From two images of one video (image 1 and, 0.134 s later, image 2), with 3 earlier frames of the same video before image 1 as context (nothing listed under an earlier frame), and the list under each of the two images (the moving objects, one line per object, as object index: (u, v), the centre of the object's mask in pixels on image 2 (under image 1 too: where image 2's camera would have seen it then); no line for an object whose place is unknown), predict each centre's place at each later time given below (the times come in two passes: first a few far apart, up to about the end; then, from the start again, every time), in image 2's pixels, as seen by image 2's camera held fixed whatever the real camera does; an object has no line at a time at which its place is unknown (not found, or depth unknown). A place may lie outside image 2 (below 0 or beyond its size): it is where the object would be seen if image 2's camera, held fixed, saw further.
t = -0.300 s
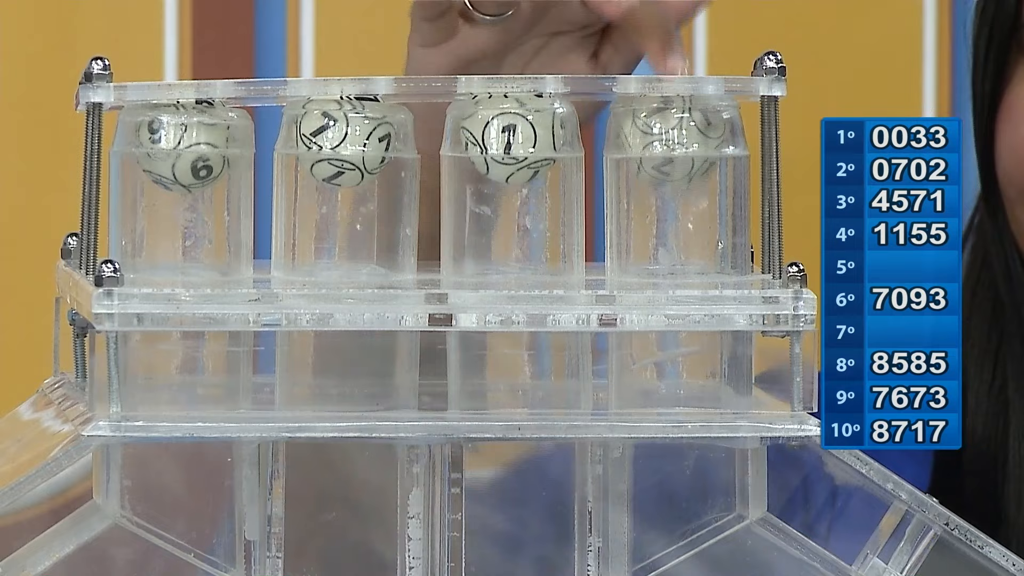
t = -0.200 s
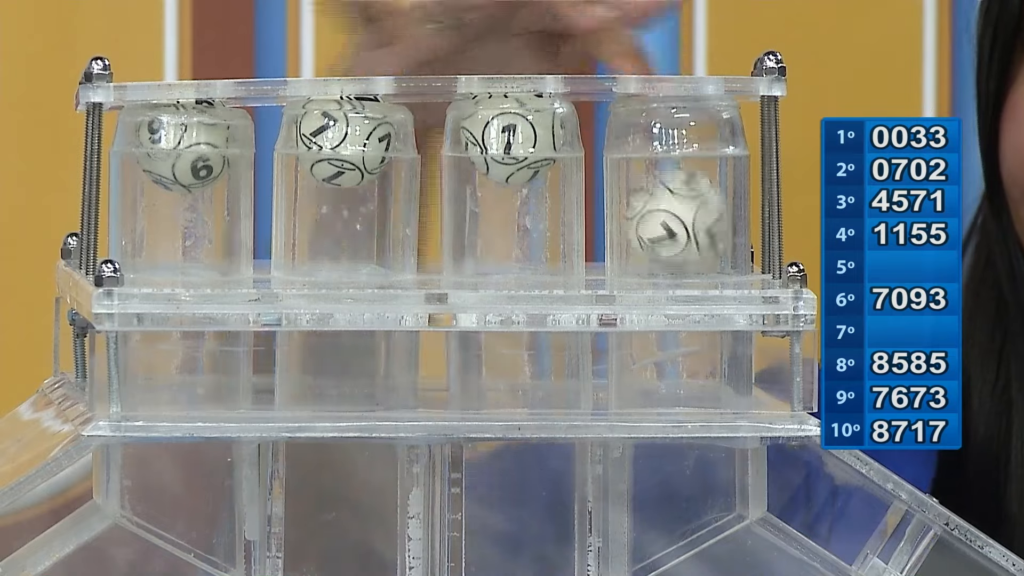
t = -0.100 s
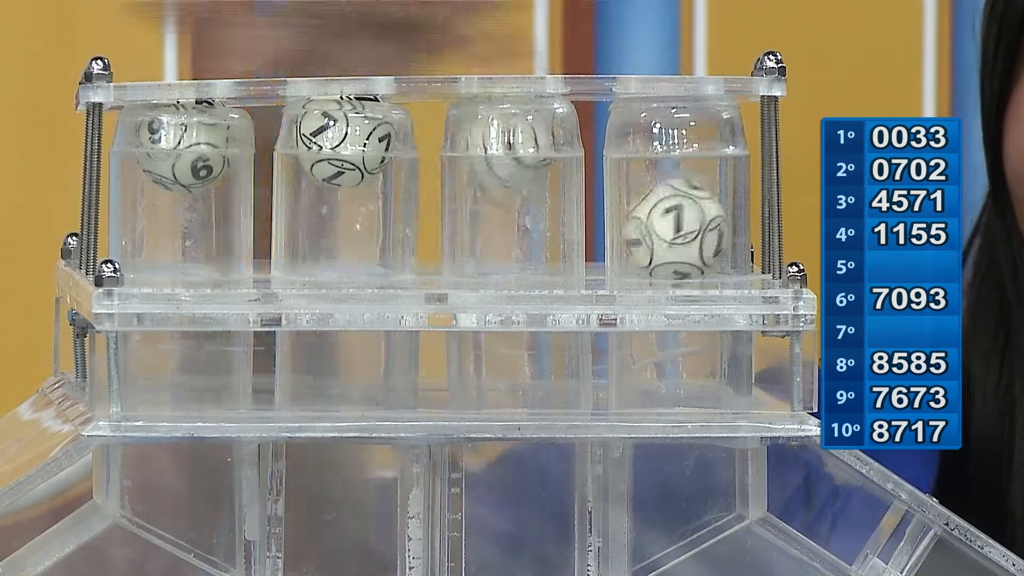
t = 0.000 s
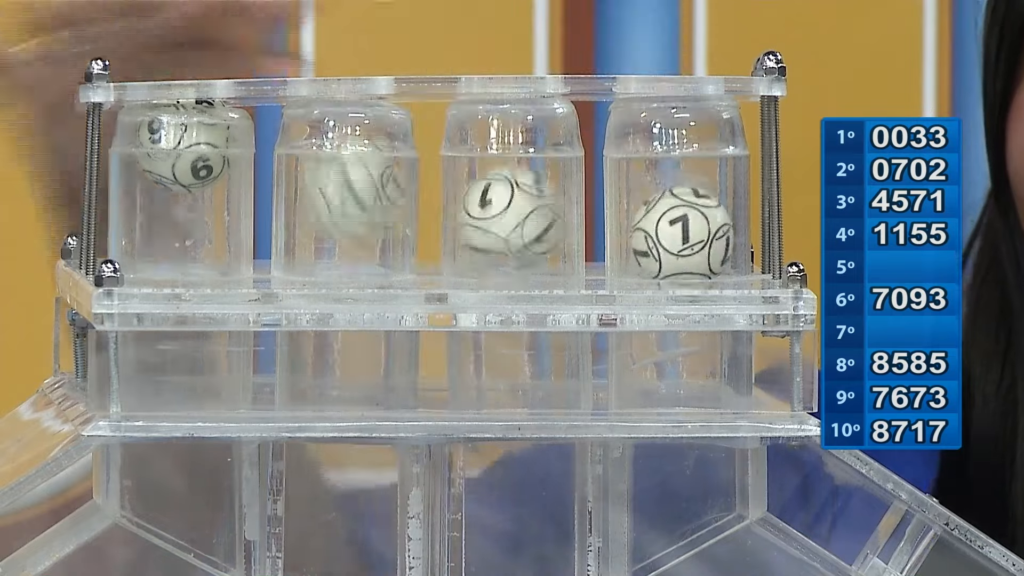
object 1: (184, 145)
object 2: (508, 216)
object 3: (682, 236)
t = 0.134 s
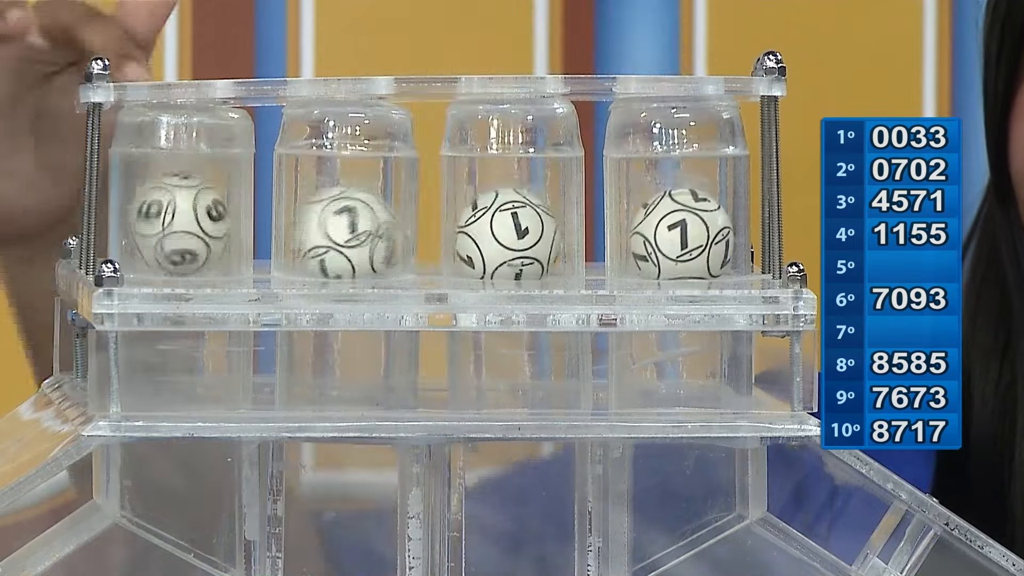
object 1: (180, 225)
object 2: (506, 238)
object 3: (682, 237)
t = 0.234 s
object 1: (177, 235)
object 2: (513, 237)
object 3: (676, 237)
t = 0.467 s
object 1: (189, 235)
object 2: (520, 237)
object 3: (672, 237)
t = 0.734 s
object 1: (189, 235)
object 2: (517, 237)
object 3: (670, 237)
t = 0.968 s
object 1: (186, 235)
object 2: (517, 238)
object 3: (669, 237)
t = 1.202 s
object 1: (187, 235)
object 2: (516, 237)
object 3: (670, 237)
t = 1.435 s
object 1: (186, 235)
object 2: (519, 237)
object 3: (669, 237)
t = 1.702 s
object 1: (186, 235)
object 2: (519, 237)
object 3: (671, 237)
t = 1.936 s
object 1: (186, 235)
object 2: (519, 237)
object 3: (672, 237)
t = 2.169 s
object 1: (186, 235)
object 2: (519, 237)
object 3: (672, 236)
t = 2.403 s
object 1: (186, 235)
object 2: (519, 237)
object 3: (672, 236)
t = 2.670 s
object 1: (186, 235)
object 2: (519, 237)
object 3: (672, 236)
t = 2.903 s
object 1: (186, 235)
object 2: (519, 237)
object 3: (672, 236)
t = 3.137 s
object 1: (186, 235)
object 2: (519, 237)
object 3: (671, 237)
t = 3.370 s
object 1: (187, 235)
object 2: (519, 237)
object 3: (672, 237)
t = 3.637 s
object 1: (187, 235)
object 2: (519, 238)
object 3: (673, 237)
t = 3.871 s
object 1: (189, 235)
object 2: (518, 237)
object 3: (674, 237)
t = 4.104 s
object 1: (190, 235)
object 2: (522, 237)
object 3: (671, 237)
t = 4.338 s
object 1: (190, 235)
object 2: (522, 237)
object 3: (668, 237)
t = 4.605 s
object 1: (187, 235)
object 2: (515, 237)
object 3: (675, 236)
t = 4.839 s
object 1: (186, 235)
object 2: (515, 237)
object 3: (686, 237)
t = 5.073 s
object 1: (186, 235)
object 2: (516, 237)
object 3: (689, 238)
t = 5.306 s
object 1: (186, 235)
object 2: (516, 237)
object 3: (688, 237)
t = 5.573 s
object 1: (186, 235)
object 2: (516, 237)
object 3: (686, 236)
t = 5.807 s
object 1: (186, 235)
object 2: (516, 237)
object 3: (682, 237)
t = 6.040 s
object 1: (186, 235)
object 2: (516, 237)
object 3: (679, 239)
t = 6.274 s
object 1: (186, 235)
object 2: (516, 237)
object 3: (673, 239)
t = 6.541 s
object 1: (186, 235)
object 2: (516, 237)
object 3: (671, 239)
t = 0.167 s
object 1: (176, 231)
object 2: (509, 237)
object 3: (681, 237)
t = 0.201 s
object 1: (176, 234)
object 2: (511, 237)
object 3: (679, 237)
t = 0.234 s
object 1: (177, 235)
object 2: (513, 237)
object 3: (676, 237)
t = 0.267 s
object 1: (178, 235)
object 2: (516, 237)
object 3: (674, 238)
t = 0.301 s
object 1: (179, 235)
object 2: (519, 237)
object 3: (671, 237)
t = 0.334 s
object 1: (181, 236)
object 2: (519, 237)
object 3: (671, 237)
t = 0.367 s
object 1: (182, 235)
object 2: (519, 237)
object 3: (671, 237)
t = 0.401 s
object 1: (184, 235)
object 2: (519, 237)
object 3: (672, 237)
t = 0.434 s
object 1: (186, 235)
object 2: (520, 237)
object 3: (672, 237)
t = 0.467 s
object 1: (189, 235)
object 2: (520, 237)
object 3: (672, 237)
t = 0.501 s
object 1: (189, 235)
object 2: (520, 237)
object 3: (672, 237)
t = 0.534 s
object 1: (189, 235)
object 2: (520, 237)
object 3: (672, 237)
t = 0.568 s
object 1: (189, 235)
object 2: (520, 237)
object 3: (672, 237)
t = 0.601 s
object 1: (190, 234)
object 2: (520, 237)
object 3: (672, 237)
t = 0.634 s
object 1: (190, 234)
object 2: (520, 237)
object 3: (671, 237)
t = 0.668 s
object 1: (190, 234)
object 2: (519, 237)
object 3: (671, 237)
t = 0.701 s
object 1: (190, 235)
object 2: (518, 237)
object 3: (670, 237)
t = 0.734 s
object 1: (189, 235)
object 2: (517, 237)
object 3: (670, 237)
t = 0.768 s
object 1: (189, 235)
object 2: (517, 237)
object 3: (670, 237)
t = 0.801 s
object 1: (189, 235)
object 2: (517, 238)
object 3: (669, 237)
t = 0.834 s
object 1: (189, 235)
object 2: (517, 238)
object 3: (669, 237)
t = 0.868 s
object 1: (188, 235)
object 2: (517, 238)
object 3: (669, 237)
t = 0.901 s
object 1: (187, 235)
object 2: (517, 238)
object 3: (669, 237)
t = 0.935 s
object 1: (187, 235)
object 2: (517, 238)
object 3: (669, 237)
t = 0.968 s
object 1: (186, 235)
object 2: (517, 238)
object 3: (669, 237)
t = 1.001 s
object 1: (186, 235)
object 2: (517, 237)
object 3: (669, 237)
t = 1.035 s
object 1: (186, 235)
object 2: (517, 237)
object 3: (669, 237)
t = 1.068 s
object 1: (186, 235)
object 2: (516, 237)
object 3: (669, 237)
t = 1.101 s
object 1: (187, 235)
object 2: (516, 237)
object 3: (670, 237)
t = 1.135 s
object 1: (187, 235)
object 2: (516, 237)
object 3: (670, 237)
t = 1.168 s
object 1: (187, 235)
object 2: (516, 237)
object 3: (670, 237)
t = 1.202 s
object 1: (187, 235)
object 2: (516, 237)
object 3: (670, 237)
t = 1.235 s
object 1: (187, 235)
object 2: (517, 237)
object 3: (670, 237)
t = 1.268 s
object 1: (186, 235)
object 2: (517, 237)
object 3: (670, 237)
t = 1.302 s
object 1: (186, 235)
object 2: (518, 237)
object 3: (670, 237)
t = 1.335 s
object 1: (186, 235)
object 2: (518, 237)
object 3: (670, 237)
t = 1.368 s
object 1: (186, 235)
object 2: (519, 237)
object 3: (669, 237)
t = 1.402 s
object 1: (186, 235)
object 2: (519, 237)
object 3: (669, 237)
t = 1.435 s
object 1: (186, 235)
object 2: (519, 237)
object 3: (669, 237)
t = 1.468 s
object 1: (186, 235)
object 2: (519, 237)
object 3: (670, 237)
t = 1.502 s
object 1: (186, 235)
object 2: (519, 237)
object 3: (669, 237)
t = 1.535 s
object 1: (186, 235)
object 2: (519, 237)
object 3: (669, 237)
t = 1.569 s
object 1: (186, 235)
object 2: (519, 237)
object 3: (670, 237)
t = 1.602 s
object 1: (186, 235)
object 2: (519, 237)
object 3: (670, 237)
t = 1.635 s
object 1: (186, 235)
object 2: (519, 237)
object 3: (670, 237)
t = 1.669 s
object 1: (186, 235)
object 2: (519, 237)
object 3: (670, 237)
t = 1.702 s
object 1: (186, 235)
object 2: (519, 237)
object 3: (671, 237)
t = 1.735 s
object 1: (186, 235)
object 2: (519, 237)
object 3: (672, 237)
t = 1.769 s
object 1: (186, 235)
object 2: (519, 237)
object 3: (672, 237)
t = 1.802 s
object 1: (186, 235)
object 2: (519, 237)
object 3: (672, 237)
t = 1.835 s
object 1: (186, 235)
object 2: (519, 237)
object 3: (672, 237)
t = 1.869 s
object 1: (186, 235)
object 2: (519, 237)
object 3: (672, 237)
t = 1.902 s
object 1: (186, 235)
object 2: (519, 237)
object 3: (672, 237)
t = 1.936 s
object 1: (186, 235)
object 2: (519, 237)
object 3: (672, 237)
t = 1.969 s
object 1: (186, 235)
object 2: (519, 237)
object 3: (672, 237)
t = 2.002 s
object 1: (186, 235)
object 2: (519, 237)
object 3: (672, 237)
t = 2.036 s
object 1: (186, 235)
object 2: (519, 237)
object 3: (672, 237)
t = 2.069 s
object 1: (186, 235)
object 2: (519, 237)
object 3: (672, 236)
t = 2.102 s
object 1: (186, 235)
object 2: (519, 237)
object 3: (672, 236)
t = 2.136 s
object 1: (186, 235)
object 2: (519, 237)
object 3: (672, 236)
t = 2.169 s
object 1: (186, 235)
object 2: (519, 237)
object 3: (672, 236)
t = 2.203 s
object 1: (186, 235)
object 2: (519, 237)
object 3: (672, 236)
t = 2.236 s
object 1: (186, 235)
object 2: (519, 237)
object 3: (672, 236)
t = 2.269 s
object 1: (186, 235)
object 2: (519, 237)
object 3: (672, 236)
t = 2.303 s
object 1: (186, 235)
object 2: (519, 237)
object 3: (672, 236)
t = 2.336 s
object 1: (186, 235)
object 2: (519, 237)
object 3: (672, 236)
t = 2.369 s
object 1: (186, 235)
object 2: (519, 237)
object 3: (672, 236)
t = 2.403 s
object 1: (186, 235)
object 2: (519, 237)
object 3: (672, 236)
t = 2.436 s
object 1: (186, 235)
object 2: (519, 237)
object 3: (672, 236)
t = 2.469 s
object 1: (186, 235)
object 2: (519, 237)
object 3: (672, 236)
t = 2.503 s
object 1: (186, 235)
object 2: (519, 237)
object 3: (672, 236)
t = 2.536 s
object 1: (186, 235)
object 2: (519, 237)
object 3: (672, 236)
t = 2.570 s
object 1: (186, 235)
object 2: (519, 237)
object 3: (672, 236)
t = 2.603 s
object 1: (186, 235)
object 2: (519, 237)
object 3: (672, 236)
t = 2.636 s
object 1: (186, 235)
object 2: (519, 237)
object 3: (672, 236)
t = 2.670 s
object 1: (186, 235)
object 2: (519, 237)
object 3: (672, 236)
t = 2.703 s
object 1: (186, 235)
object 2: (519, 237)
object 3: (672, 236)
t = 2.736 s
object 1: (186, 235)
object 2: (519, 237)
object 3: (672, 236)
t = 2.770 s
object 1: (186, 235)
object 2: (519, 237)
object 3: (672, 236)
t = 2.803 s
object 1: (186, 235)
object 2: (519, 237)
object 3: (672, 236)
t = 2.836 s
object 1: (186, 235)
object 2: (519, 237)
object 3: (672, 236)
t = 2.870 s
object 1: (186, 235)
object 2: (519, 237)
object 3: (672, 236)
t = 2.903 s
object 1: (186, 235)
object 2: (519, 237)
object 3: (672, 236)
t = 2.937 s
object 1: (186, 235)
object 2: (519, 237)
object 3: (672, 237)
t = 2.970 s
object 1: (186, 235)
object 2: (519, 237)
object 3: (671, 237)
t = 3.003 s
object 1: (186, 235)
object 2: (519, 237)
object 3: (671, 237)
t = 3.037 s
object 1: (186, 235)
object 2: (519, 237)
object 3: (671, 237)
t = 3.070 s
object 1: (186, 235)
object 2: (519, 237)
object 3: (670, 237)
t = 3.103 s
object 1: (186, 235)
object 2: (519, 237)
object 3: (671, 237)
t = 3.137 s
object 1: (186, 235)
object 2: (519, 237)
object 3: (671, 237)
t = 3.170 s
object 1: (186, 235)
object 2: (519, 237)
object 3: (671, 237)
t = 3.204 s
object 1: (186, 235)
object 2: (519, 237)
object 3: (671, 237)
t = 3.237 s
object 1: (186, 235)
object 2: (519, 237)
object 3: (672, 237)
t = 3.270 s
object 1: (186, 235)
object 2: (519, 237)
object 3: (672, 237)
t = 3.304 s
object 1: (186, 235)
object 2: (519, 237)
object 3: (672, 237)
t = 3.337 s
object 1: (186, 235)
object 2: (519, 237)
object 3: (672, 237)
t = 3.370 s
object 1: (187, 235)
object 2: (519, 237)
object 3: (672, 237)
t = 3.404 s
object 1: (188, 235)
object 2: (519, 237)
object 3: (672, 237)
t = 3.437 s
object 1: (190, 235)
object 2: (520, 237)
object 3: (673, 237)
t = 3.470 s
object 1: (190, 235)
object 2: (520, 237)
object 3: (673, 237)
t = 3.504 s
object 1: (189, 235)
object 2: (520, 237)
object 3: (673, 237)
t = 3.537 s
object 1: (189, 235)
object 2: (519, 237)
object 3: (673, 237)
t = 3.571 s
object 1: (188, 235)
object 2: (519, 237)
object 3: (674, 237)
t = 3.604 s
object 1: (187, 235)
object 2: (519, 237)
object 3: (674, 237)
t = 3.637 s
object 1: (187, 235)
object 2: (519, 238)
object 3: (673, 237)
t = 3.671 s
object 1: (187, 234)
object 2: (518, 237)
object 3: (673, 237)
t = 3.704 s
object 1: (188, 234)
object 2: (518, 237)
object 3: (673, 237)
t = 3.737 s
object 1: (189, 234)
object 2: (518, 238)
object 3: (673, 237)
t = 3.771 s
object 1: (189, 234)
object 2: (518, 238)
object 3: (673, 237)
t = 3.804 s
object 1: (188, 234)
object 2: (518, 237)
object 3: (673, 237)
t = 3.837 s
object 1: (188, 234)
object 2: (518, 237)
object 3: (673, 237)
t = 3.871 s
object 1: (189, 235)
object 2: (518, 237)
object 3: (674, 237)
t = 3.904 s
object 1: (189, 235)
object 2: (519, 237)
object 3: (674, 237)
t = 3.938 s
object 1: (189, 235)
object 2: (520, 237)
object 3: (674, 237)
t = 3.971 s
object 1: (190, 235)
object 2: (521, 237)
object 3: (674, 237)
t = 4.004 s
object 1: (190, 235)
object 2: (521, 237)
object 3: (673, 238)
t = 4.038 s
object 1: (190, 235)
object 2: (522, 237)
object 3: (673, 237)
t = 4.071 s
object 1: (190, 235)
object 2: (522, 237)
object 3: (672, 237)
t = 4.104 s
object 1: (190, 235)
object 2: (522, 237)
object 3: (671, 237)
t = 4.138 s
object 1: (190, 235)
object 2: (522, 237)
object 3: (670, 237)
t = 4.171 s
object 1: (190, 235)
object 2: (521, 237)
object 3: (669, 237)
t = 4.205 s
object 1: (190, 235)
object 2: (521, 237)
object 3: (668, 237)
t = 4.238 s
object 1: (190, 235)
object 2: (521, 237)
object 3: (669, 237)
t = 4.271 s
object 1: (190, 235)
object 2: (521, 237)
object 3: (669, 237)
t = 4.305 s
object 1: (190, 235)
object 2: (522, 237)
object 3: (668, 237)
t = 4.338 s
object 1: (190, 235)
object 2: (522, 237)
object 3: (668, 237)
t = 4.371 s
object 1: (190, 235)
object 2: (521, 237)
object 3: (668, 237)
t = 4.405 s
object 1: (190, 235)
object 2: (522, 237)
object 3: (668, 237)
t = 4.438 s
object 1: (190, 235)
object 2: (521, 237)
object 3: (668, 236)
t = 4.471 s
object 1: (190, 235)
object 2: (520, 237)
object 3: (669, 237)
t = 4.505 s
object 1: (189, 235)
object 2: (519, 237)
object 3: (670, 237)
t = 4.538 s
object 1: (189, 235)
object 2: (518, 237)
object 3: (672, 237)
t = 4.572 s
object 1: (188, 235)
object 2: (516, 237)
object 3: (674, 236)
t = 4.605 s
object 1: (187, 235)
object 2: (515, 237)
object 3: (675, 236)
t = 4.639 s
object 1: (187, 235)
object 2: (515, 237)
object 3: (677, 237)
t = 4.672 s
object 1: (187, 235)
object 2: (514, 237)
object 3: (678, 237)
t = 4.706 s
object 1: (187, 235)
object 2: (514, 237)
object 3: (680, 236)
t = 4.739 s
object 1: (187, 235)
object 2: (514, 237)
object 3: (682, 236)
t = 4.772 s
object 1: (186, 235)
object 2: (515, 237)
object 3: (684, 237)
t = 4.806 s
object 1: (186, 235)
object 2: (515, 237)
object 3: (685, 237)
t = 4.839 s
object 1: (186, 235)
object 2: (515, 237)
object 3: (686, 237)
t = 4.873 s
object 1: (186, 235)
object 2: (515, 237)
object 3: (687, 237)
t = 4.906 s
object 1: (186, 235)
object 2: (515, 237)
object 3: (688, 237)
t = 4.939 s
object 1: (186, 235)
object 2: (515, 237)
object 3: (689, 238)
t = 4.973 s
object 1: (186, 235)
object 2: (515, 237)
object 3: (689, 238)
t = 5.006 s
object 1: (186, 235)
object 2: (516, 237)
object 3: (689, 238)
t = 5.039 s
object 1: (186, 235)
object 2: (516, 237)
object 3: (689, 238)
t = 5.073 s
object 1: (186, 235)
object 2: (516, 237)
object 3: (689, 238)
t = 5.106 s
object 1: (186, 235)
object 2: (516, 237)
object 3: (689, 238)
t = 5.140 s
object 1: (186, 235)
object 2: (516, 237)
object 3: (689, 238)
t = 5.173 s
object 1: (186, 235)
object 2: (516, 237)
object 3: (689, 238)
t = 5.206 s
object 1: (186, 235)
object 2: (516, 237)
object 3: (688, 238)
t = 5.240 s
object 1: (186, 235)
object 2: (516, 237)
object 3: (688, 238)
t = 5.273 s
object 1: (186, 235)
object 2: (516, 237)
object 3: (688, 238)
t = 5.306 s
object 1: (186, 235)
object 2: (516, 237)
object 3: (688, 237)
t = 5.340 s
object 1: (186, 235)
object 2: (516, 237)
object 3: (688, 237)
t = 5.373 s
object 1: (186, 235)
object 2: (516, 237)
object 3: (688, 237)
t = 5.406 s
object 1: (186, 235)
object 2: (516, 237)
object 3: (688, 236)
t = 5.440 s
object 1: (186, 235)
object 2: (516, 237)
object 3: (687, 236)
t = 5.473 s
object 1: (186, 235)
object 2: (516, 237)
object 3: (687, 236)
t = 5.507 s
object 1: (186, 235)
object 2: (516, 237)
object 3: (687, 236)
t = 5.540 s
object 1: (186, 235)
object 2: (516, 237)
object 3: (686, 236)
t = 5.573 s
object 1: (186, 235)
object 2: (516, 237)
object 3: (686, 236)
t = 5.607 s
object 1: (186, 235)
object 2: (516, 237)
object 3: (685, 236)
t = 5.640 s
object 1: (186, 235)
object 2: (516, 237)
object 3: (684, 236)
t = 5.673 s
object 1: (186, 235)
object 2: (516, 237)
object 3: (684, 236)
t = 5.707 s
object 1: (186, 235)
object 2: (516, 237)
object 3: (684, 236)
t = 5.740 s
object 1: (186, 235)
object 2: (516, 237)
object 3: (683, 236)
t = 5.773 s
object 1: (186, 235)
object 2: (516, 237)
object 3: (683, 236)
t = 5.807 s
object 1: (186, 235)
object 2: (516, 237)
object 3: (682, 237)
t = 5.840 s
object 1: (186, 235)
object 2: (516, 237)
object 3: (682, 238)
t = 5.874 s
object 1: (186, 235)
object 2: (516, 237)
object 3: (682, 238)
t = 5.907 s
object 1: (186, 235)
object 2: (516, 237)
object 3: (681, 238)
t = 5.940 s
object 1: (186, 235)
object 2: (516, 237)
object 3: (681, 239)
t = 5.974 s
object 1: (186, 235)
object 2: (516, 237)
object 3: (680, 238)
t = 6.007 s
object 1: (186, 235)
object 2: (516, 237)
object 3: (679, 239)
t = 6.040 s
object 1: (186, 235)
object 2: (516, 237)
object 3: (679, 239)
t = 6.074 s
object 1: (186, 235)
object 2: (516, 237)
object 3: (678, 239)
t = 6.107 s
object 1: (186, 235)
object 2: (516, 237)
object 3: (677, 238)
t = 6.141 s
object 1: (186, 235)
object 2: (516, 237)
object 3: (676, 239)
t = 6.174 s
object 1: (186, 235)
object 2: (516, 237)
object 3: (675, 239)
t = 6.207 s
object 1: (186, 235)
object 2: (516, 237)
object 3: (674, 239)
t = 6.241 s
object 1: (186, 235)
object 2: (516, 237)
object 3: (673, 239)
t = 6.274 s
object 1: (186, 235)
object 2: (516, 237)
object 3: (673, 239)
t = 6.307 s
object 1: (186, 235)
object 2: (516, 237)
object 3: (672, 238)
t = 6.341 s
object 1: (186, 235)
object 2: (516, 237)
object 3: (672, 238)
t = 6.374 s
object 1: (186, 235)
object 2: (516, 237)
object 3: (672, 238)
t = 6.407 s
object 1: (186, 235)
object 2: (516, 237)
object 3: (672, 239)
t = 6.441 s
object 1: (186, 235)
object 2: (516, 237)
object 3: (671, 239)
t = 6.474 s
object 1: (186, 235)
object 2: (516, 237)
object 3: (671, 239)
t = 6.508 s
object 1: (186, 235)
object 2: (516, 237)
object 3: (671, 239)
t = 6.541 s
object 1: (186, 235)
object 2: (516, 237)
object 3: (671, 239)
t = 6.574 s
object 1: (186, 235)
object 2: (516, 237)
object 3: (671, 239)
